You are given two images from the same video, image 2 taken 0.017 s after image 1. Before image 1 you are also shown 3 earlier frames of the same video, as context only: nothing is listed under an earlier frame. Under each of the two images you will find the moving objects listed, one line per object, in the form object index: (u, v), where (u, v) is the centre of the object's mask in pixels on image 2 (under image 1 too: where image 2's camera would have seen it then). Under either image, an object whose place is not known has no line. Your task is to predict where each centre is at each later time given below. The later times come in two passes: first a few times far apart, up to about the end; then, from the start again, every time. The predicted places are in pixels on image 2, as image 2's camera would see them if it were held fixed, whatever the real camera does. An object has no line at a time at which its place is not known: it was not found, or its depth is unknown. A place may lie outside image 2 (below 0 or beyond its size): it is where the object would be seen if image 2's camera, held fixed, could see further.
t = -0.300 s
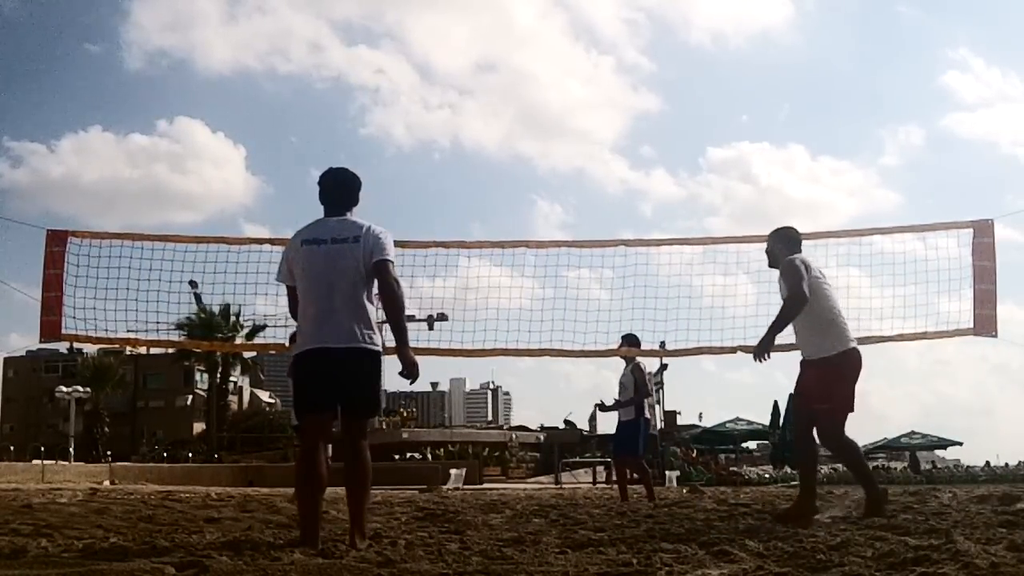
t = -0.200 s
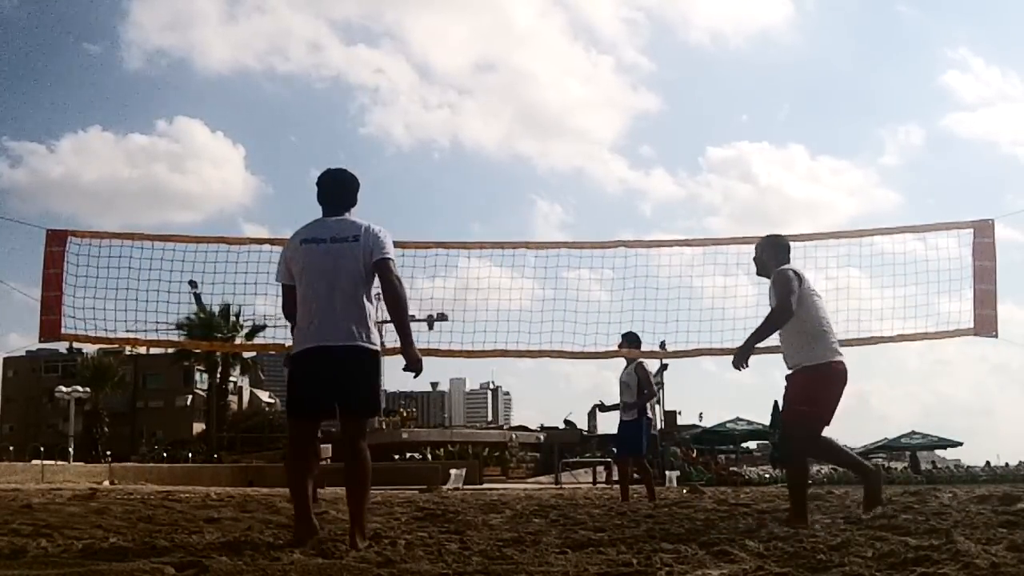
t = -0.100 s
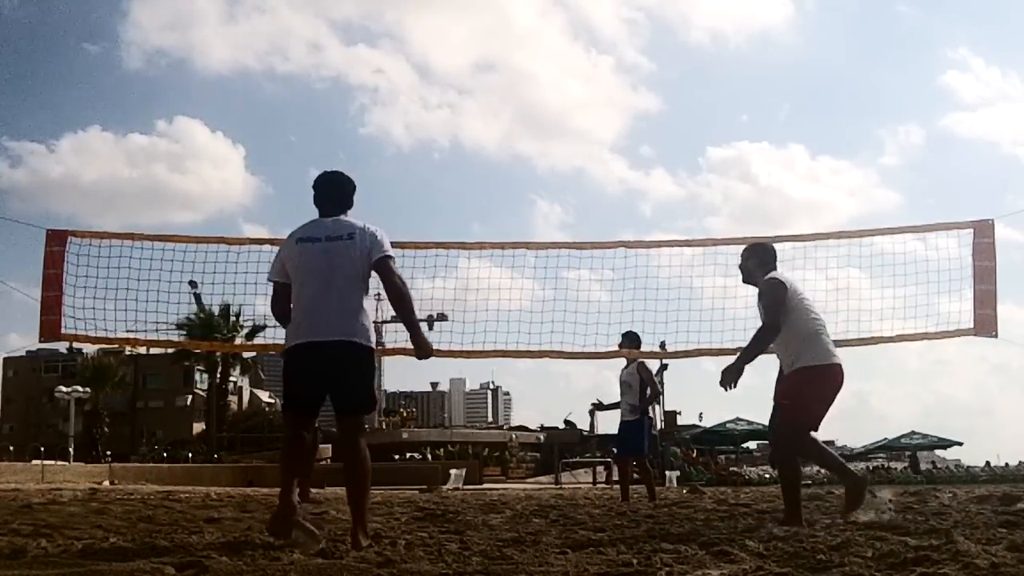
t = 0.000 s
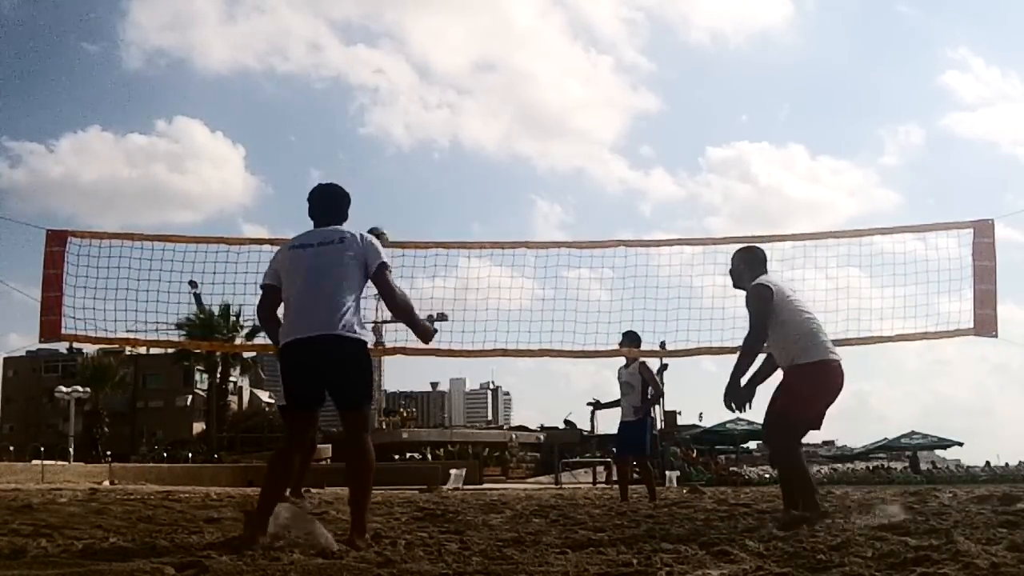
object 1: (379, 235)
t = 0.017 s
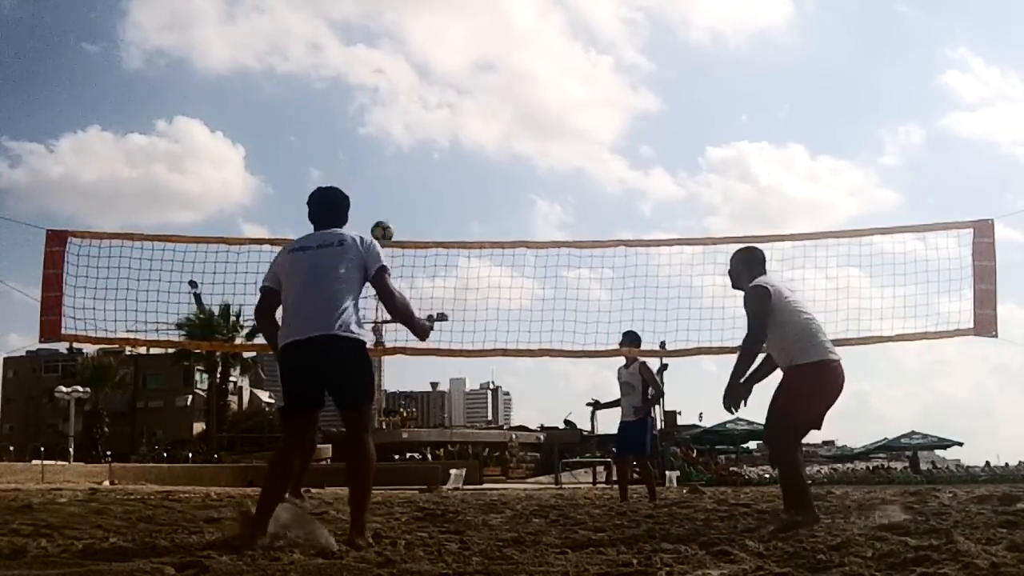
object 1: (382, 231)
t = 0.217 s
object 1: (452, 183)
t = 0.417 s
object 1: (527, 173)
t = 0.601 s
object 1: (601, 204)
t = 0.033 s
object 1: (387, 227)
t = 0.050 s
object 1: (393, 221)
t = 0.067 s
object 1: (399, 216)
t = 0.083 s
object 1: (405, 212)
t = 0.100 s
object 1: (411, 207)
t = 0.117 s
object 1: (417, 202)
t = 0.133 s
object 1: (422, 198)
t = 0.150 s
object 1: (428, 195)
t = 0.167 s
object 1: (434, 191)
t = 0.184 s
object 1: (440, 188)
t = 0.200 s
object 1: (446, 185)
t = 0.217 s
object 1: (452, 183)
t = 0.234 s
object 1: (458, 181)
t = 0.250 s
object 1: (464, 178)
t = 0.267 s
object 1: (470, 177)
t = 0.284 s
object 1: (476, 175)
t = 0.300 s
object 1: (483, 174)
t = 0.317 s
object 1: (489, 173)
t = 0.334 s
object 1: (495, 172)
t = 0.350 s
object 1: (501, 172)
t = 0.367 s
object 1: (508, 172)
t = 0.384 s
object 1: (514, 172)
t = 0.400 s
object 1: (520, 173)
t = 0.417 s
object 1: (527, 173)
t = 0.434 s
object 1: (533, 174)
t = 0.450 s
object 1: (540, 176)
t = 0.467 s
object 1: (546, 178)
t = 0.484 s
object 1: (553, 180)
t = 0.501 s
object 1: (560, 182)
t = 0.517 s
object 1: (566, 185)
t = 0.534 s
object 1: (573, 188)
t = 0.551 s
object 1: (580, 191)
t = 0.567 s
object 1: (587, 195)
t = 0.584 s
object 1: (594, 199)
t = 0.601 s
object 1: (601, 204)
